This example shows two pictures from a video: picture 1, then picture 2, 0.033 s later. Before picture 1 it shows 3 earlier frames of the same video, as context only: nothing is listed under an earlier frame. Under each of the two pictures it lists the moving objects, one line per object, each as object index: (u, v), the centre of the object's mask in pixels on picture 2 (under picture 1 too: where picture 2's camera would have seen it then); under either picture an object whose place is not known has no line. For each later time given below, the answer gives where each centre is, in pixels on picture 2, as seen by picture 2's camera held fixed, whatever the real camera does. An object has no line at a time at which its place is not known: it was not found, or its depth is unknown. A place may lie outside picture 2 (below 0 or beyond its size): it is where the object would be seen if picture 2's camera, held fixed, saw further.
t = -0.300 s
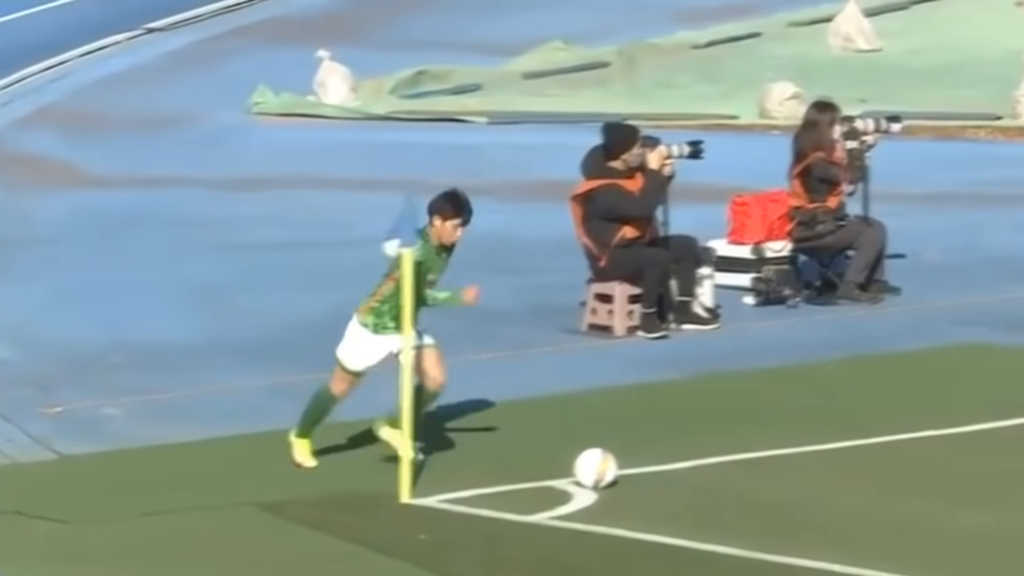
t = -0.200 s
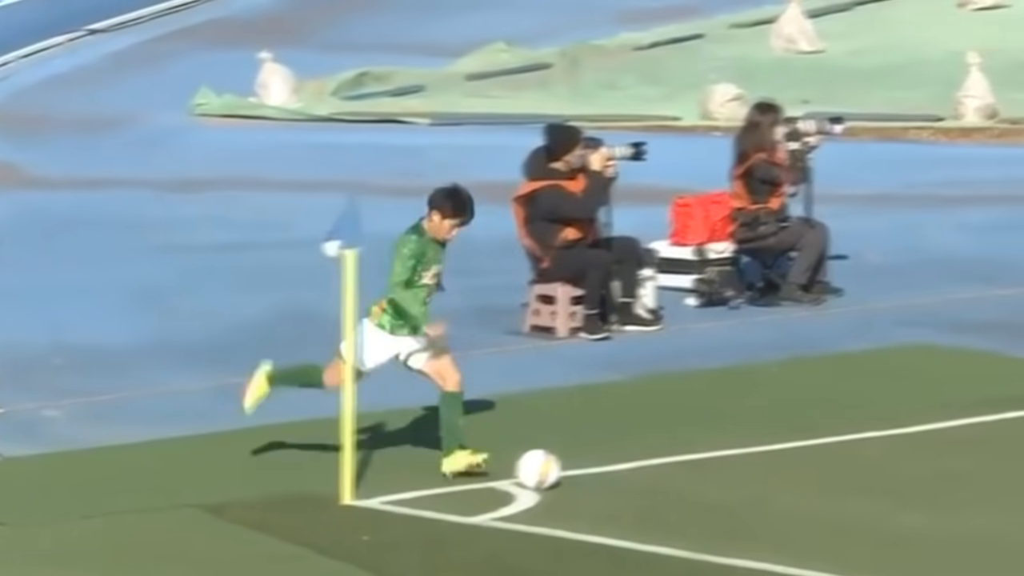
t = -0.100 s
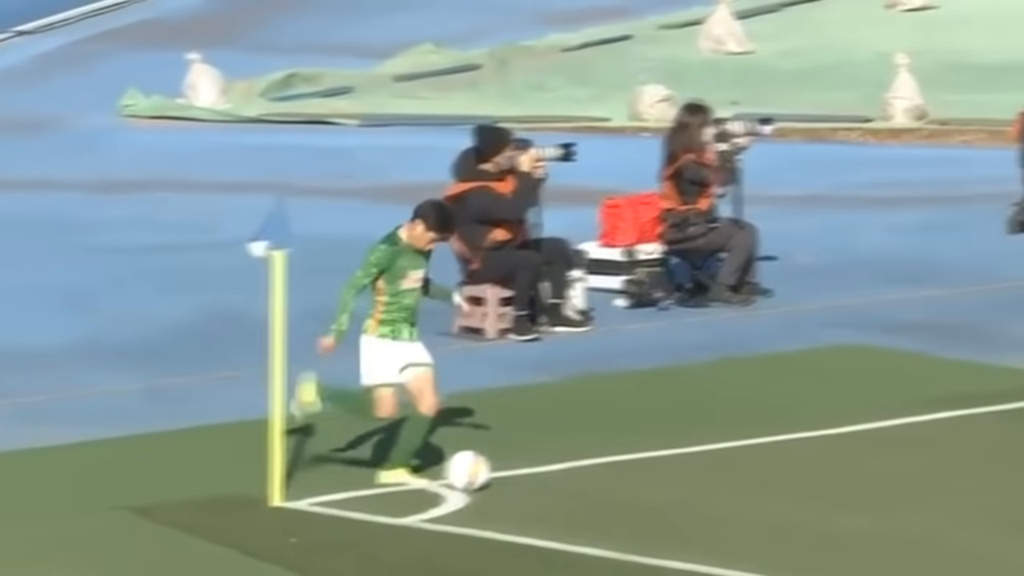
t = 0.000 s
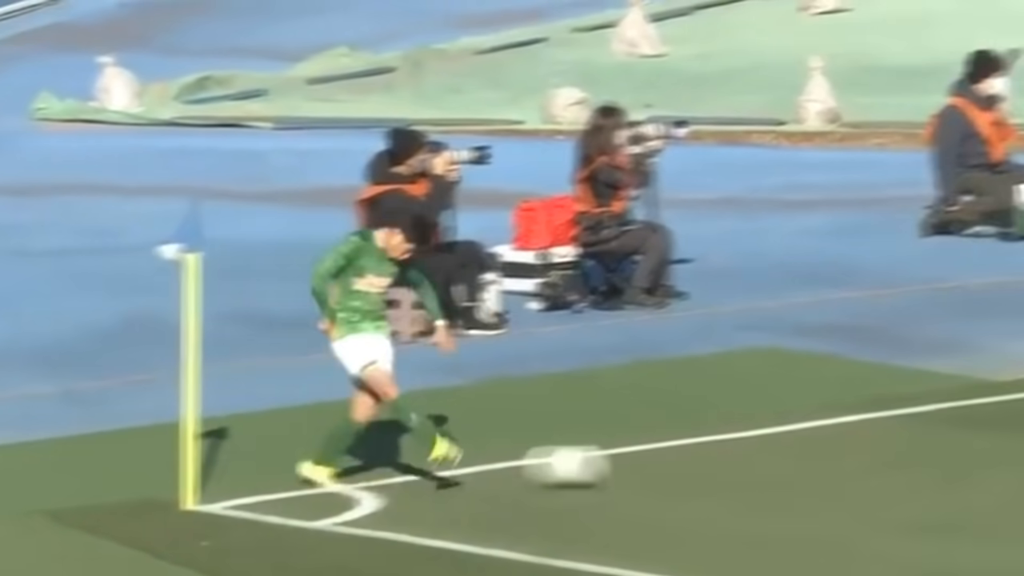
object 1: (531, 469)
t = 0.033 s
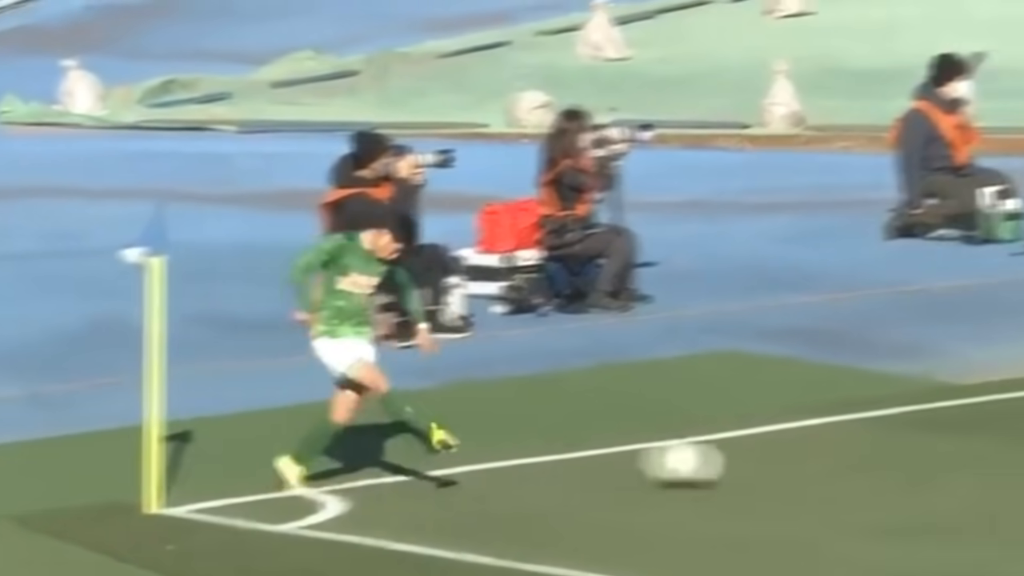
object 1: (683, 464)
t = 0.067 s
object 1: (828, 461)
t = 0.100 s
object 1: (976, 461)
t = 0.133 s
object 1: (1125, 463)
